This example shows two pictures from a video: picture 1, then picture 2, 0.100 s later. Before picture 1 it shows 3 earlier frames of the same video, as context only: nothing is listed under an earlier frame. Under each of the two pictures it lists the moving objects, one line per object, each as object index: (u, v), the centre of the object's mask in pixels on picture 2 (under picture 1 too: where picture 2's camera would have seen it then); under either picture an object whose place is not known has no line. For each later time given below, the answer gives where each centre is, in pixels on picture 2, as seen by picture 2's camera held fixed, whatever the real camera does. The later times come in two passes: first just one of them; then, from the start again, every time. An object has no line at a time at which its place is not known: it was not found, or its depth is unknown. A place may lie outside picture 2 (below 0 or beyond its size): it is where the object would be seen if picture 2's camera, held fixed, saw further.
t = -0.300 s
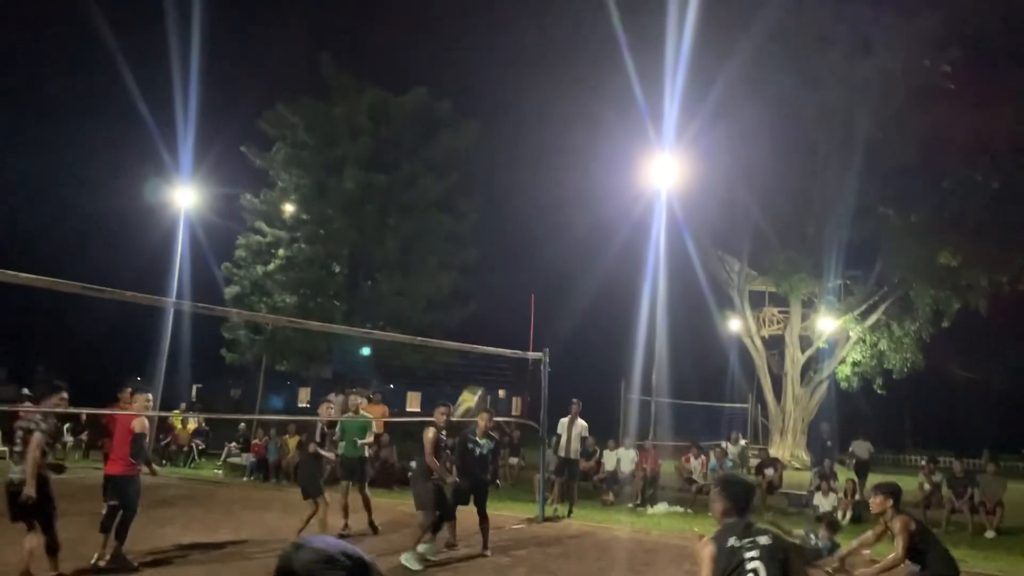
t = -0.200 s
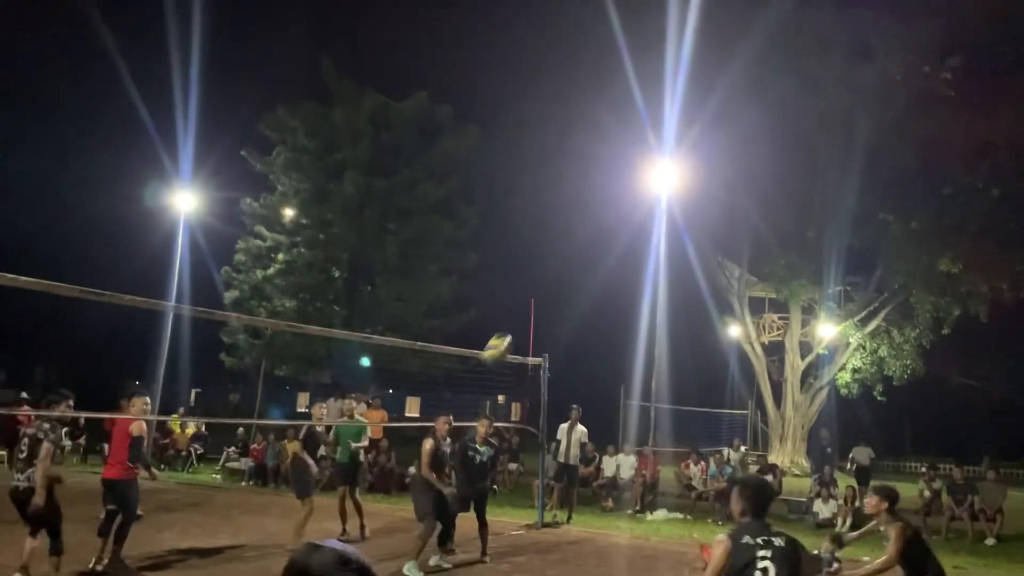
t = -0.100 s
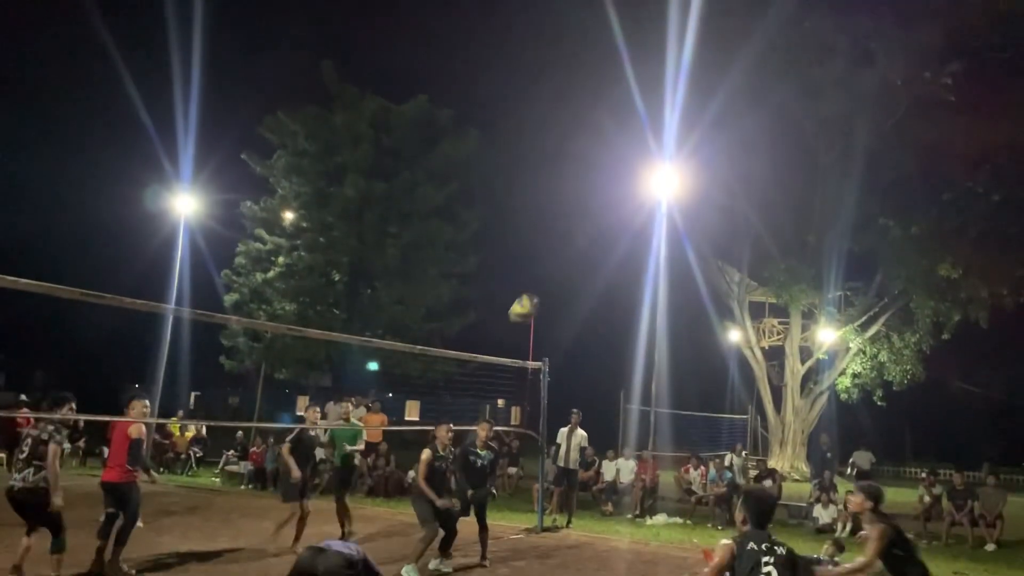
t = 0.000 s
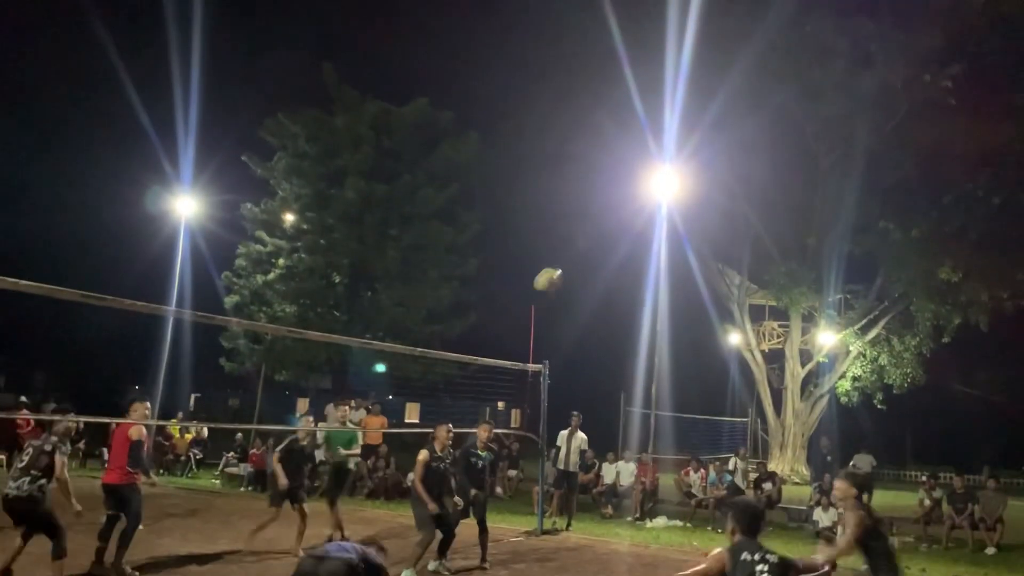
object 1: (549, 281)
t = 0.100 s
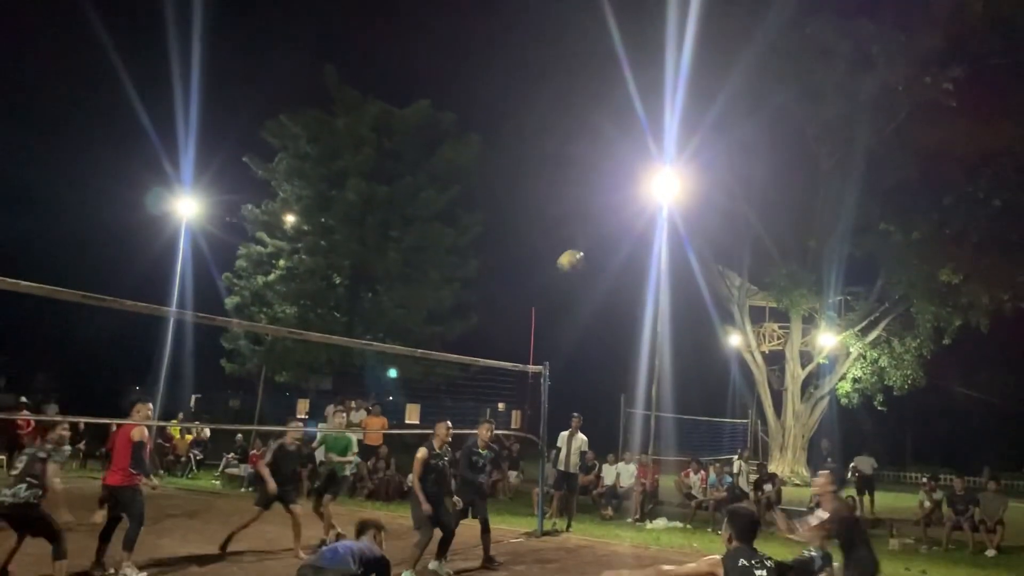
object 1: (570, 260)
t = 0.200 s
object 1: (589, 252)
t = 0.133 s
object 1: (577, 256)
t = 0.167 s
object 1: (583, 254)
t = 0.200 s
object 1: (589, 252)
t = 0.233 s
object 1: (596, 251)
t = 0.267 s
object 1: (602, 252)
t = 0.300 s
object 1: (609, 254)
